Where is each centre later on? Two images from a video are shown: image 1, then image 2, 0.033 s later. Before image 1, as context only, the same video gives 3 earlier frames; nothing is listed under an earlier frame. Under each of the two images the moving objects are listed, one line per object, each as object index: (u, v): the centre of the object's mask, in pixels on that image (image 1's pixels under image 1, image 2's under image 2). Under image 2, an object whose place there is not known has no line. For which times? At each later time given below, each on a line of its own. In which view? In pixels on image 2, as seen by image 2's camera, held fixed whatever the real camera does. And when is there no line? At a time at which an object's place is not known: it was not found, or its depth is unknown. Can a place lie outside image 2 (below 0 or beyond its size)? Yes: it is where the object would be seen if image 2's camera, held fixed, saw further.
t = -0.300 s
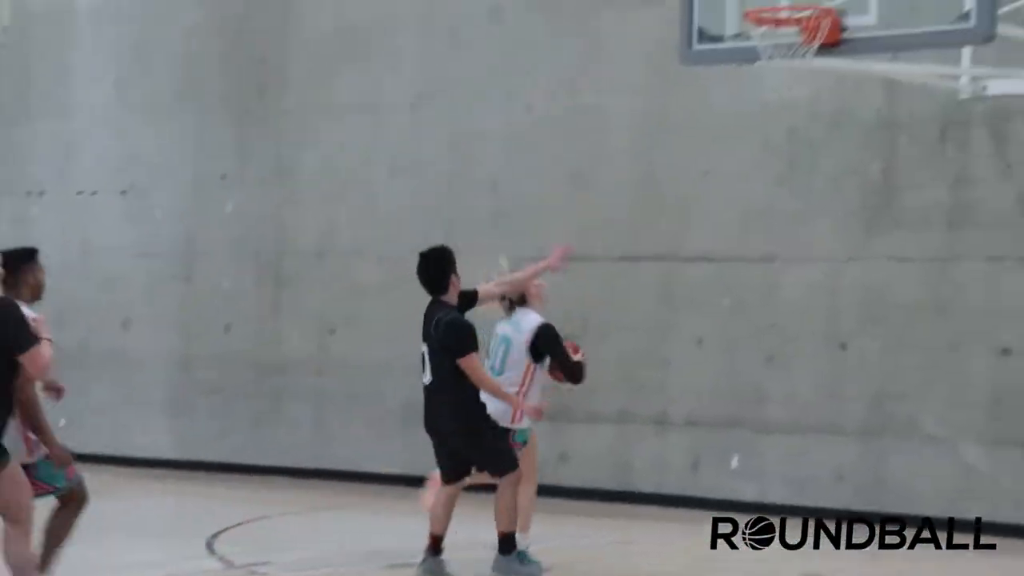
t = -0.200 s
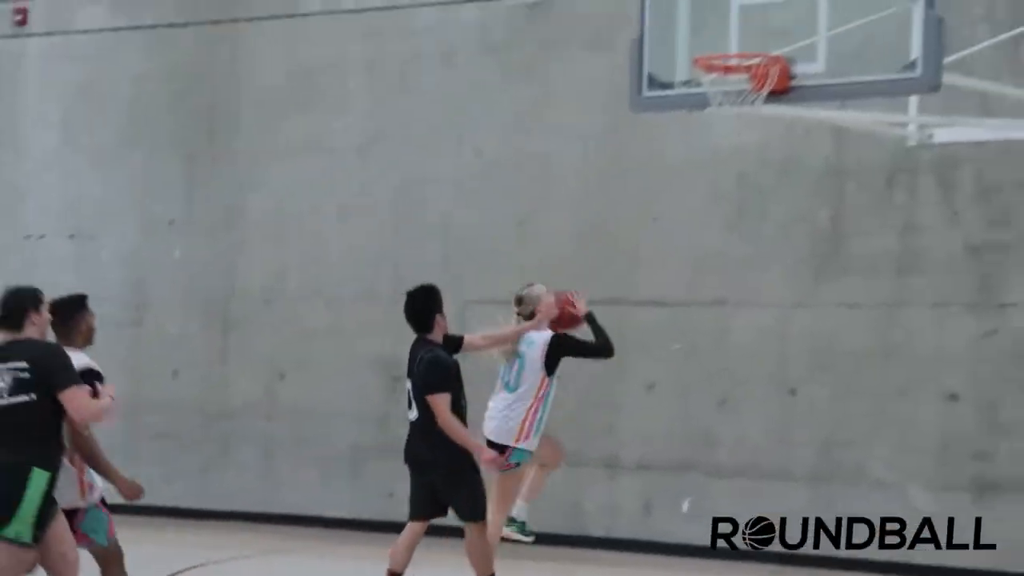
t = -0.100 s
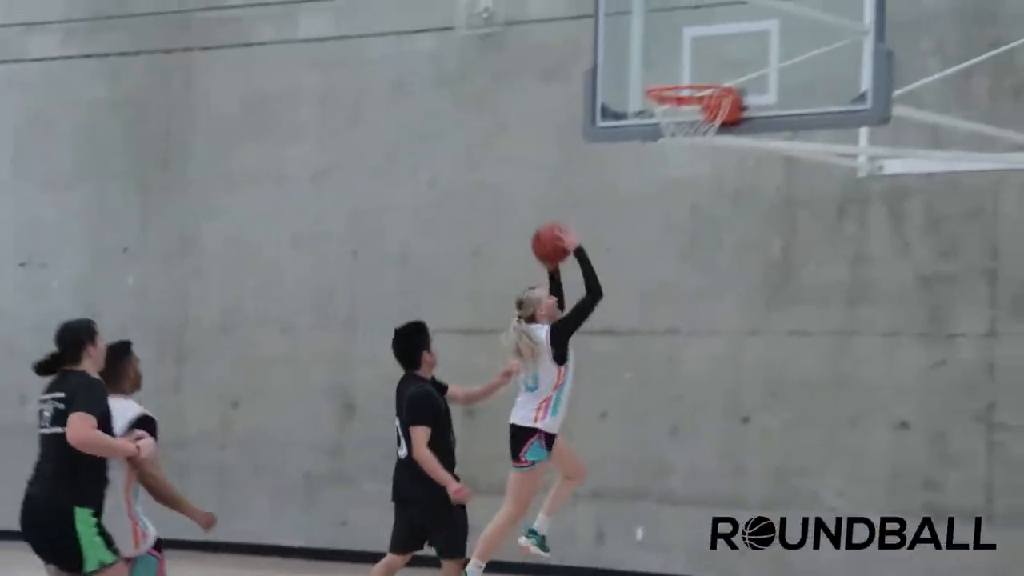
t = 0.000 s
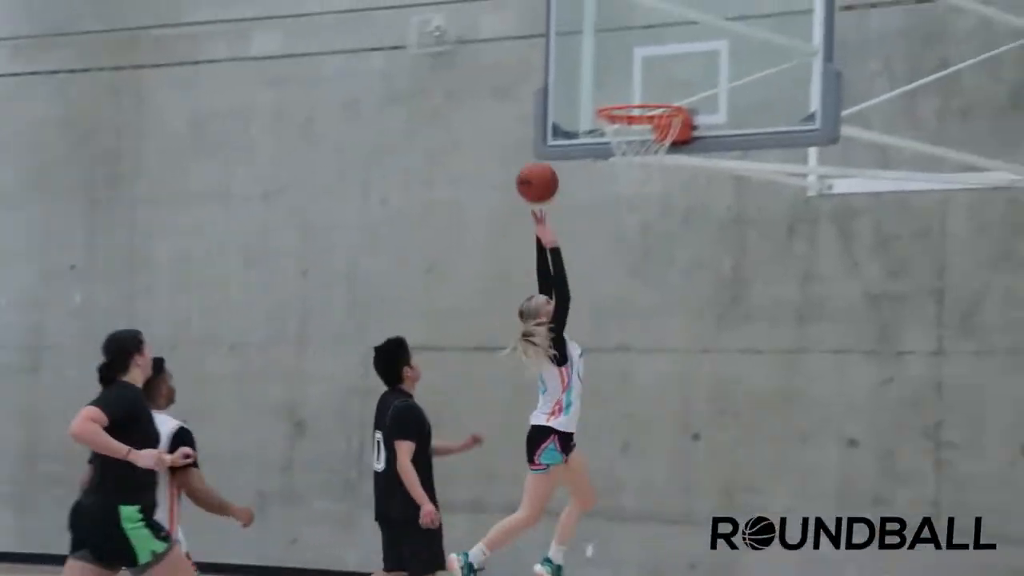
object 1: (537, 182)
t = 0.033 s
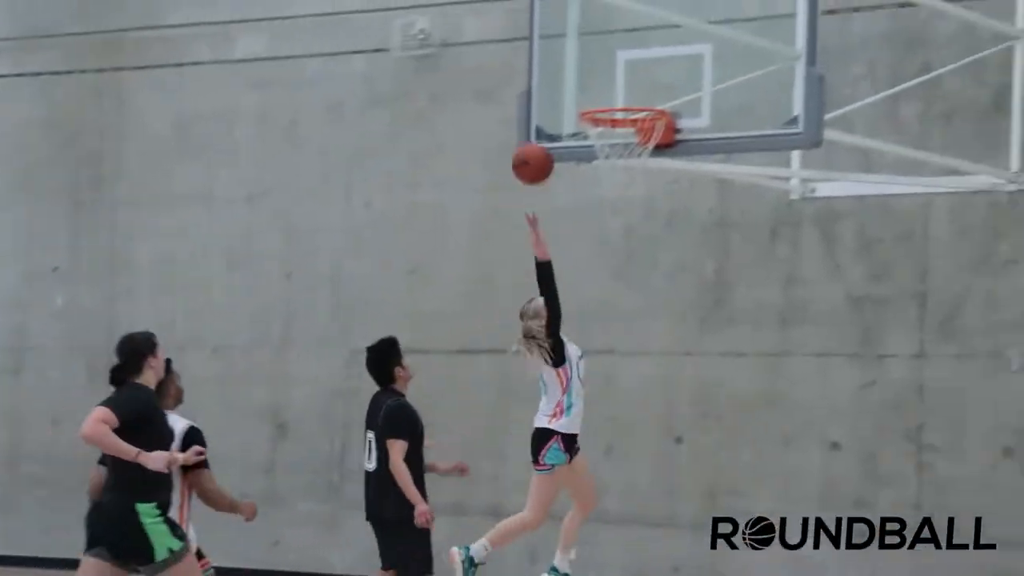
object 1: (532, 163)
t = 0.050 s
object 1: (537, 153)
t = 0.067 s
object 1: (545, 144)
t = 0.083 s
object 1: (550, 134)
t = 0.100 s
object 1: (557, 125)
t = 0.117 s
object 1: (563, 116)
